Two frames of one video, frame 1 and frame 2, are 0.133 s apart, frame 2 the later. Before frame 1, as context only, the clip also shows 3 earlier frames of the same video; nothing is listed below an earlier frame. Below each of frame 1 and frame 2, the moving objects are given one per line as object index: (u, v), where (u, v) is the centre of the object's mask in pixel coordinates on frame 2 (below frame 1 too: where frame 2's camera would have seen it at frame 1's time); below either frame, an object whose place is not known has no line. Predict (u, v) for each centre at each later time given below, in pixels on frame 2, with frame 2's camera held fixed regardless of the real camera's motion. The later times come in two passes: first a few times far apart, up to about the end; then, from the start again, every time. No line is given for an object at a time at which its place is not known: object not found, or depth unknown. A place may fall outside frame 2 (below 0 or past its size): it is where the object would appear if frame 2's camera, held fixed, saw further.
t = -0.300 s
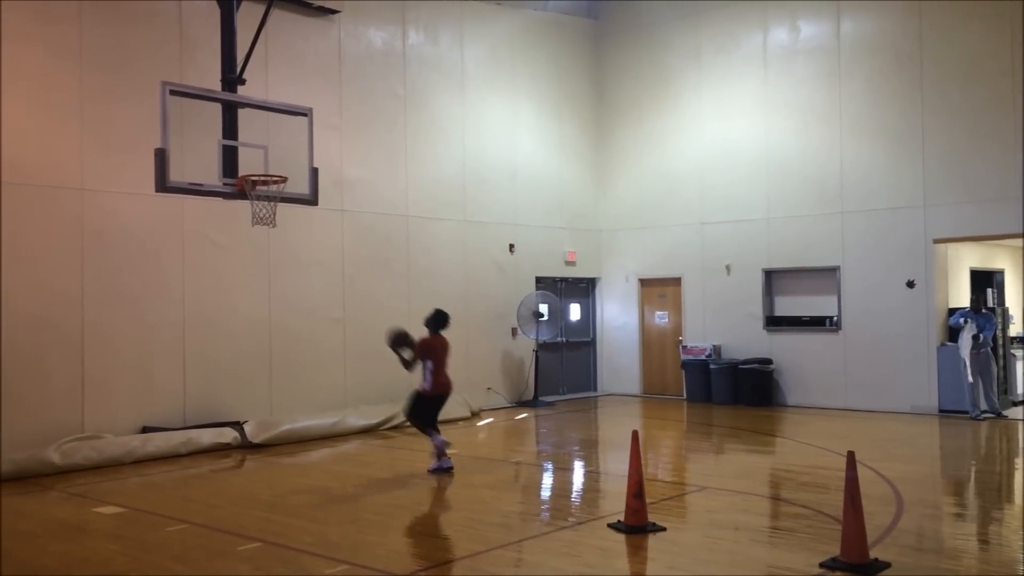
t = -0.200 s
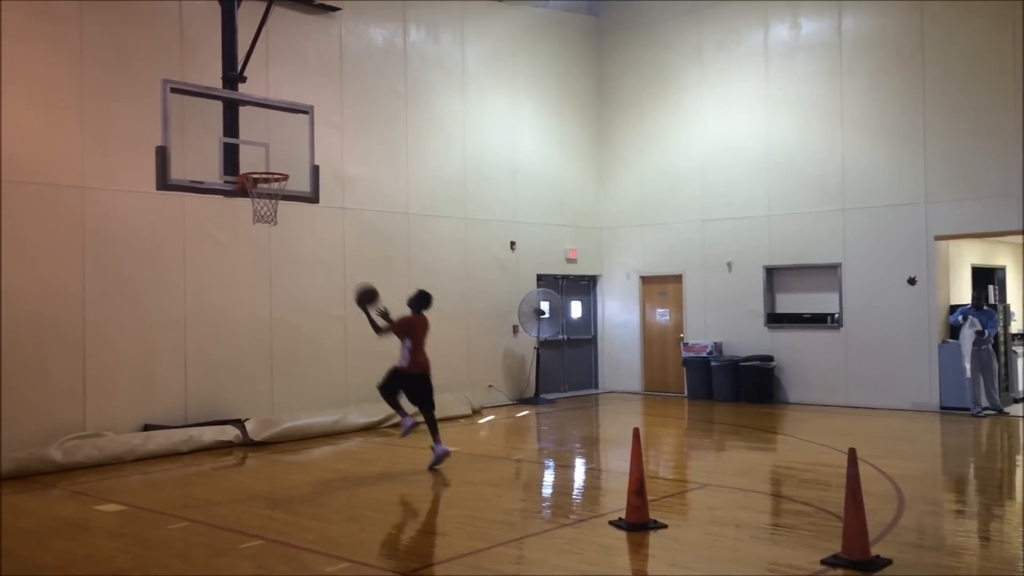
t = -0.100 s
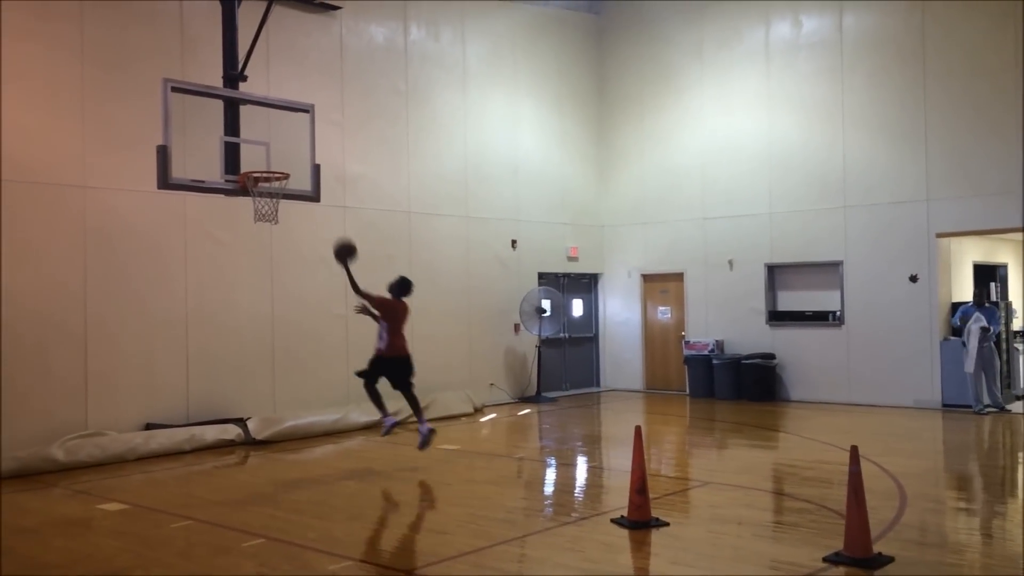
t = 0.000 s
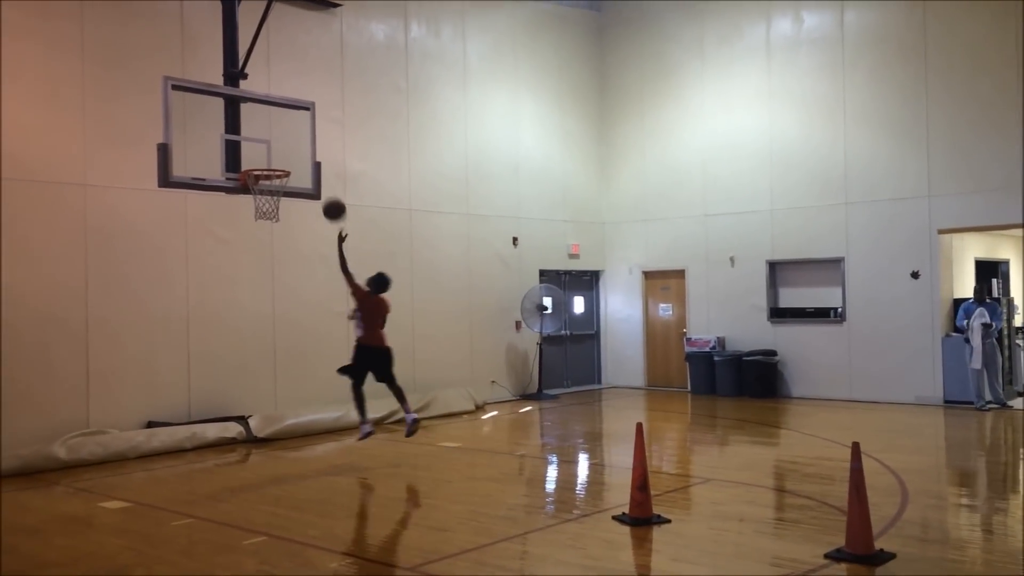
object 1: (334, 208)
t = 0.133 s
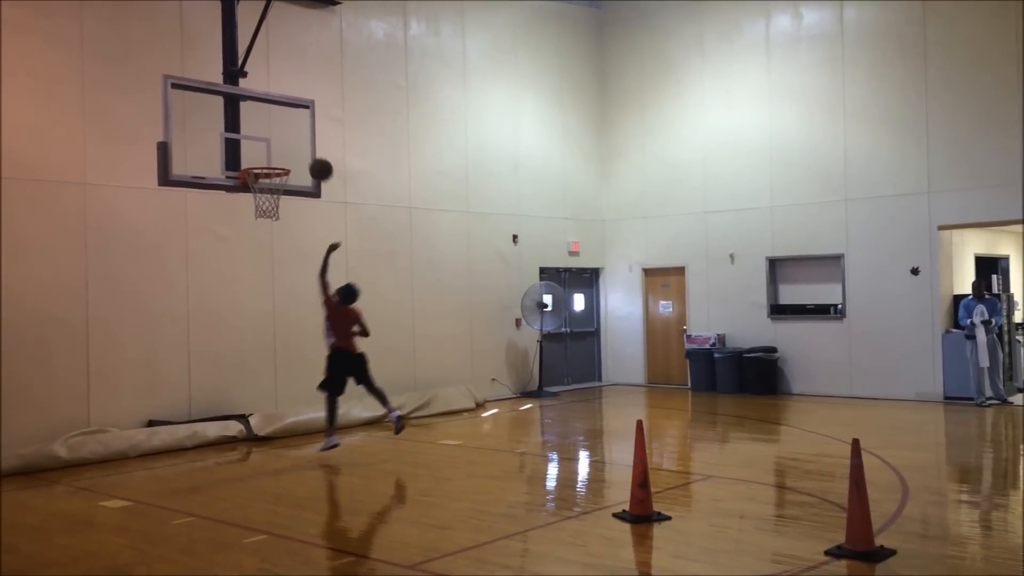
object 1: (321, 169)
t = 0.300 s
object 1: (305, 146)
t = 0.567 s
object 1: (280, 157)
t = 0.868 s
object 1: (259, 163)
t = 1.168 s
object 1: (281, 196)
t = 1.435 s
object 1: (274, 230)
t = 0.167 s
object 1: (317, 163)
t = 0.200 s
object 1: (314, 157)
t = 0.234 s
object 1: (311, 152)
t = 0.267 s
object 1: (308, 149)
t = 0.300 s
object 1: (305, 146)
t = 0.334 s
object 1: (302, 144)
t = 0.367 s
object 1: (299, 144)
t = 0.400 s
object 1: (296, 144)
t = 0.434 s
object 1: (293, 146)
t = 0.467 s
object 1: (290, 148)
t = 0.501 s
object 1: (287, 151)
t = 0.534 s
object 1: (284, 156)
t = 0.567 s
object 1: (280, 157)
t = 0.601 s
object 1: (275, 156)
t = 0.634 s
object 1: (271, 157)
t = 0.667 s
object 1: (266, 158)
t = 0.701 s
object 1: (261, 159)
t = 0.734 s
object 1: (258, 160)
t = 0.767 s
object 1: (257, 160)
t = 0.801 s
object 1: (257, 161)
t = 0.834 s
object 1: (256, 162)
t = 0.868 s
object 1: (259, 163)
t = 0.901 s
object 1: (262, 163)
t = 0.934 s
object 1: (265, 165)
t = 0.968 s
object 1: (269, 175)
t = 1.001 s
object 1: (272, 179)
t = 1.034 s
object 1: (273, 182)
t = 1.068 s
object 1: (276, 184)
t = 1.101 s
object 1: (278, 188)
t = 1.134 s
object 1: (280, 192)
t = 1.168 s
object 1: (281, 196)
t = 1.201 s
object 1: (282, 199)
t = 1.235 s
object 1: (282, 201)
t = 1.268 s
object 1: (281, 203)
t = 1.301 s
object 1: (280, 207)
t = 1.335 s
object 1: (278, 211)
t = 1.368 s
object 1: (277, 216)
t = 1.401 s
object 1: (276, 223)
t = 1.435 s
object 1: (274, 230)
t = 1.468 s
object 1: (272, 238)
